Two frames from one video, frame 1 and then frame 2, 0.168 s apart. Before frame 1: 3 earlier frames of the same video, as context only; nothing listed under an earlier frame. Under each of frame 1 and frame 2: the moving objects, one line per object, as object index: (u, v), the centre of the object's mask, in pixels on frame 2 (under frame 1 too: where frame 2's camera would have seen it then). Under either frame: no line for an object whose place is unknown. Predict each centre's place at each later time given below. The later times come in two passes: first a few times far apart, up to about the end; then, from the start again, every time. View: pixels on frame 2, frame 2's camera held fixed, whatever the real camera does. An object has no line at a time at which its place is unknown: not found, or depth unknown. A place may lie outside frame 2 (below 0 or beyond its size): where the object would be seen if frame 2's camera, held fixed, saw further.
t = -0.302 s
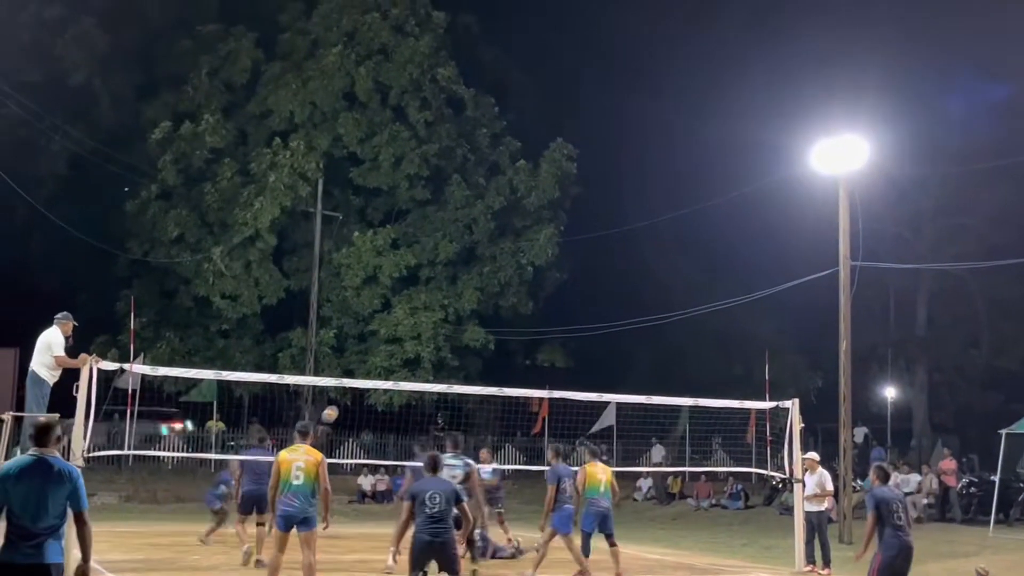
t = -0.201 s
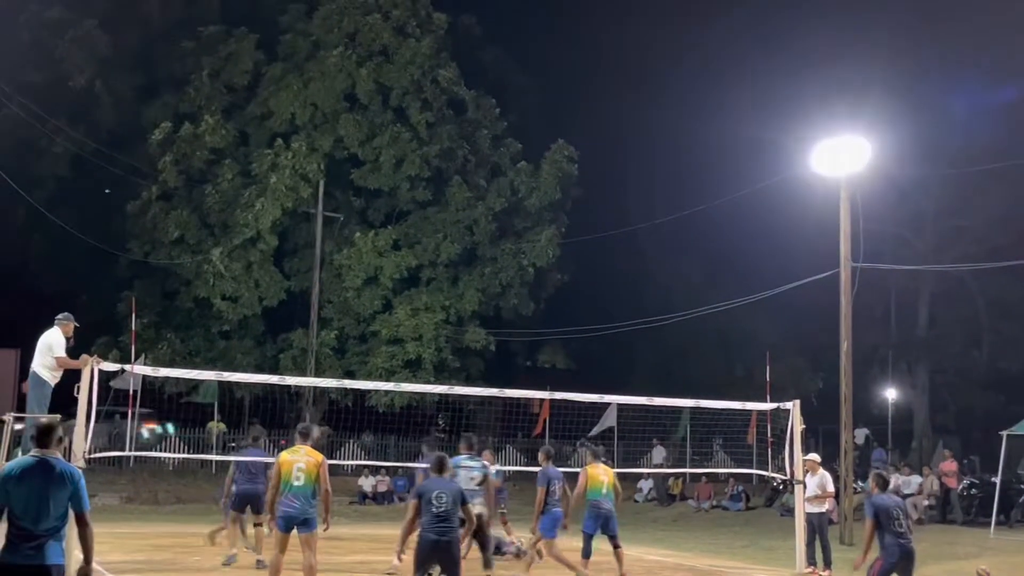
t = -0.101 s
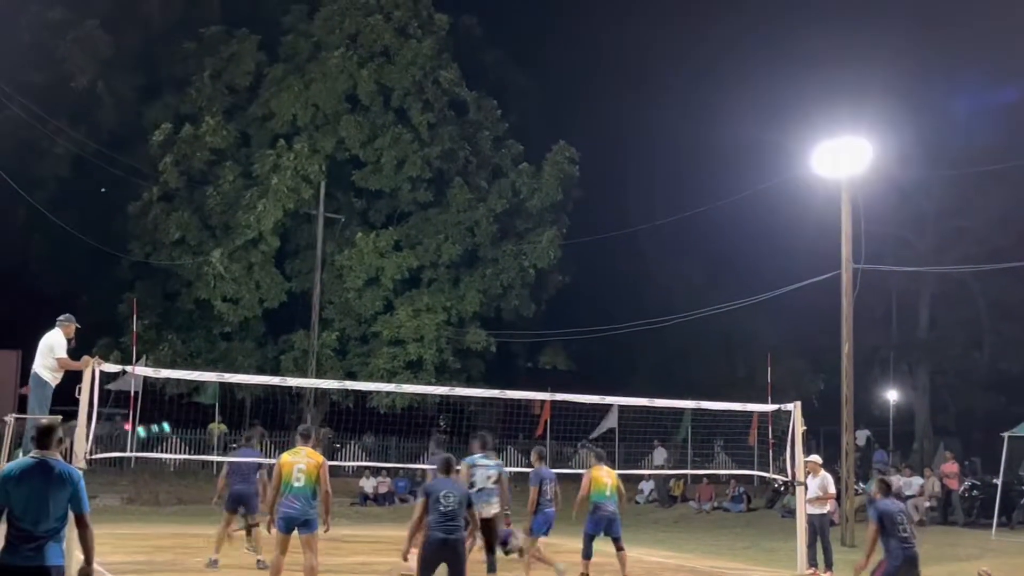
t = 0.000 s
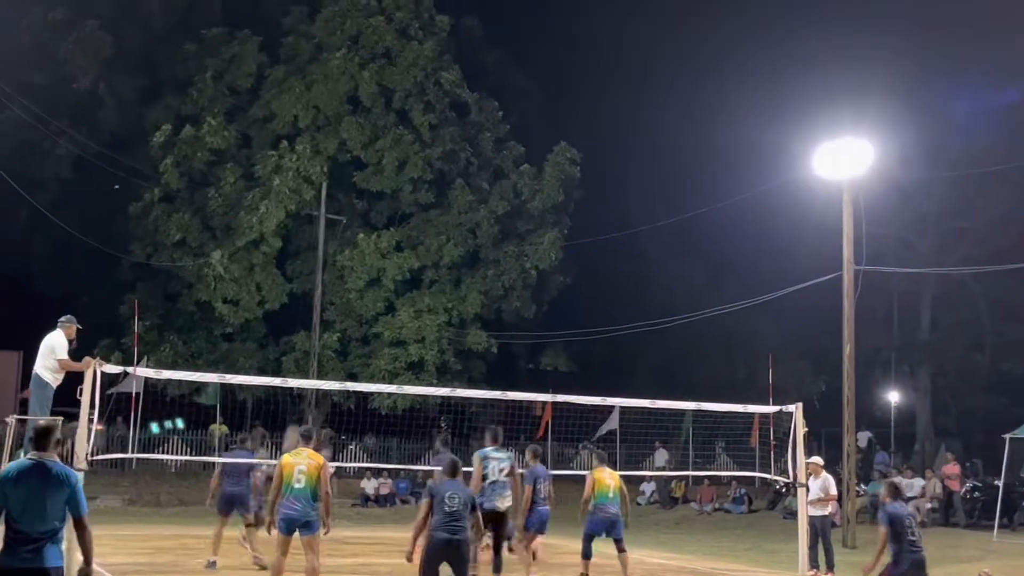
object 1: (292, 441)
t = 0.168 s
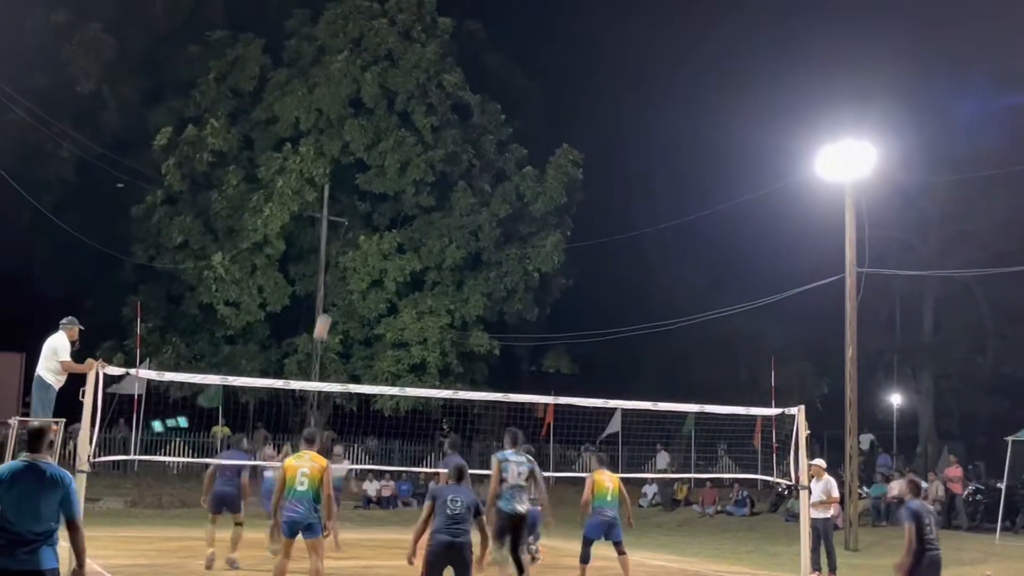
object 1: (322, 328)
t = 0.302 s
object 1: (344, 252)
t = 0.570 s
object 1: (381, 140)
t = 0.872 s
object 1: (417, 69)
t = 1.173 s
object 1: (449, 52)
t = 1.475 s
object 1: (477, 88)
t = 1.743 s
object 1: (498, 163)
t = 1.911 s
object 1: (510, 231)
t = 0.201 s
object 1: (327, 307)
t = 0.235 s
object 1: (333, 289)
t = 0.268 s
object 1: (339, 269)
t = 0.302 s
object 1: (344, 252)
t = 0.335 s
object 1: (348, 235)
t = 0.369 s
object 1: (354, 219)
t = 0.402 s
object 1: (358, 204)
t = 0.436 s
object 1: (363, 190)
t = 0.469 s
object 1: (367, 176)
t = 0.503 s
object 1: (372, 163)
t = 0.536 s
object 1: (377, 151)
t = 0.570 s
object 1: (381, 140)
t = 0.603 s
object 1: (385, 129)
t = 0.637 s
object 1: (390, 119)
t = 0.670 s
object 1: (394, 110)
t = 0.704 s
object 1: (398, 102)
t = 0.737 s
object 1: (402, 94)
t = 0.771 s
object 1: (406, 86)
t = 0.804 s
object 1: (410, 80)
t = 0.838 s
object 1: (414, 74)
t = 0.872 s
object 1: (417, 69)
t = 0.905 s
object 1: (421, 64)
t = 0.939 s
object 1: (424, 61)
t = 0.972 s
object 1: (428, 58)
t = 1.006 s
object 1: (432, 55)
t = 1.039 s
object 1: (435, 53)
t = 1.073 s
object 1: (439, 52)
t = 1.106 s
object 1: (442, 51)
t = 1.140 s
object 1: (446, 51)
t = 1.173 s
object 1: (449, 52)
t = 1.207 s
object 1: (452, 54)
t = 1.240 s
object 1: (455, 56)
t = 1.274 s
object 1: (458, 59)
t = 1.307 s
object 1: (461, 62)
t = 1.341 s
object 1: (464, 66)
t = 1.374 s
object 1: (468, 71)
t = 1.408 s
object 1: (471, 76)
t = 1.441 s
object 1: (474, 82)
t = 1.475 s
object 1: (477, 88)
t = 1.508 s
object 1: (480, 96)
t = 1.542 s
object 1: (482, 103)
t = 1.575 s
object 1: (485, 112)
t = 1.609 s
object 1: (488, 121)
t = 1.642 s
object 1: (490, 130)
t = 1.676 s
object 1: (493, 141)
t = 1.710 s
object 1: (495, 152)
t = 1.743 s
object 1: (498, 163)
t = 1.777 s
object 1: (501, 176)
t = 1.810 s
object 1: (503, 189)
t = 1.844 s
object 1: (506, 202)
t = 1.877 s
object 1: (508, 216)
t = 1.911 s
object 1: (510, 231)
